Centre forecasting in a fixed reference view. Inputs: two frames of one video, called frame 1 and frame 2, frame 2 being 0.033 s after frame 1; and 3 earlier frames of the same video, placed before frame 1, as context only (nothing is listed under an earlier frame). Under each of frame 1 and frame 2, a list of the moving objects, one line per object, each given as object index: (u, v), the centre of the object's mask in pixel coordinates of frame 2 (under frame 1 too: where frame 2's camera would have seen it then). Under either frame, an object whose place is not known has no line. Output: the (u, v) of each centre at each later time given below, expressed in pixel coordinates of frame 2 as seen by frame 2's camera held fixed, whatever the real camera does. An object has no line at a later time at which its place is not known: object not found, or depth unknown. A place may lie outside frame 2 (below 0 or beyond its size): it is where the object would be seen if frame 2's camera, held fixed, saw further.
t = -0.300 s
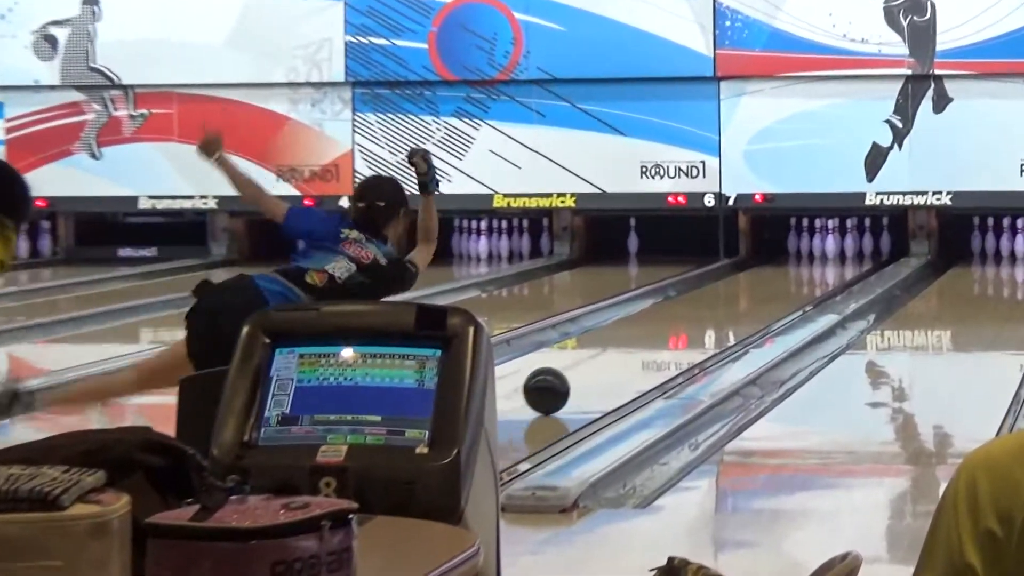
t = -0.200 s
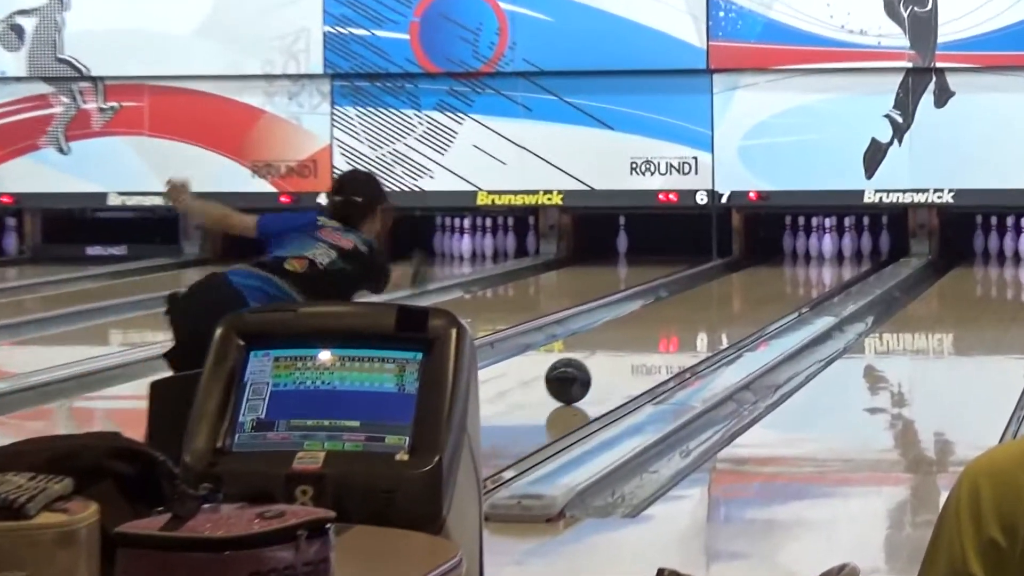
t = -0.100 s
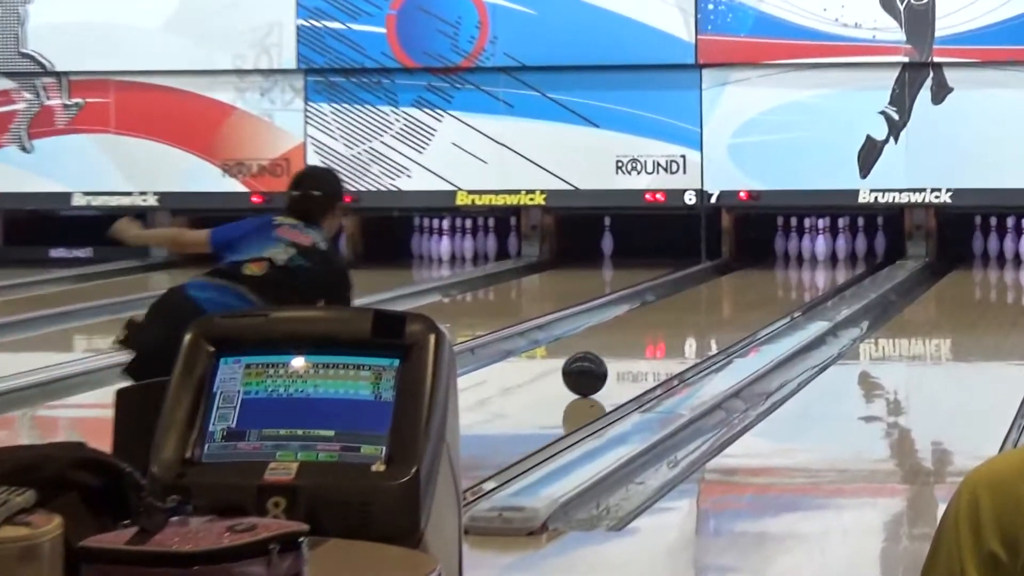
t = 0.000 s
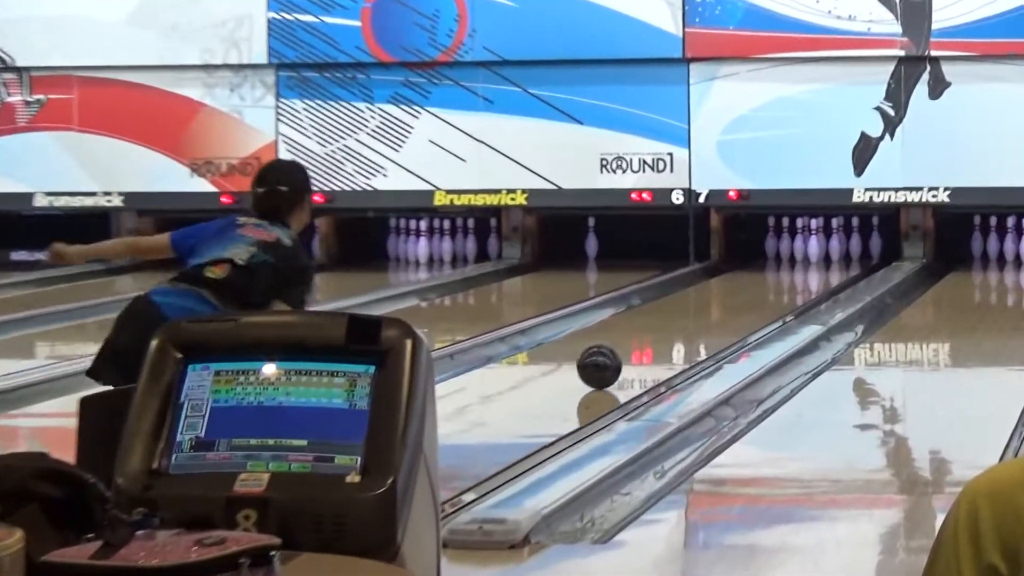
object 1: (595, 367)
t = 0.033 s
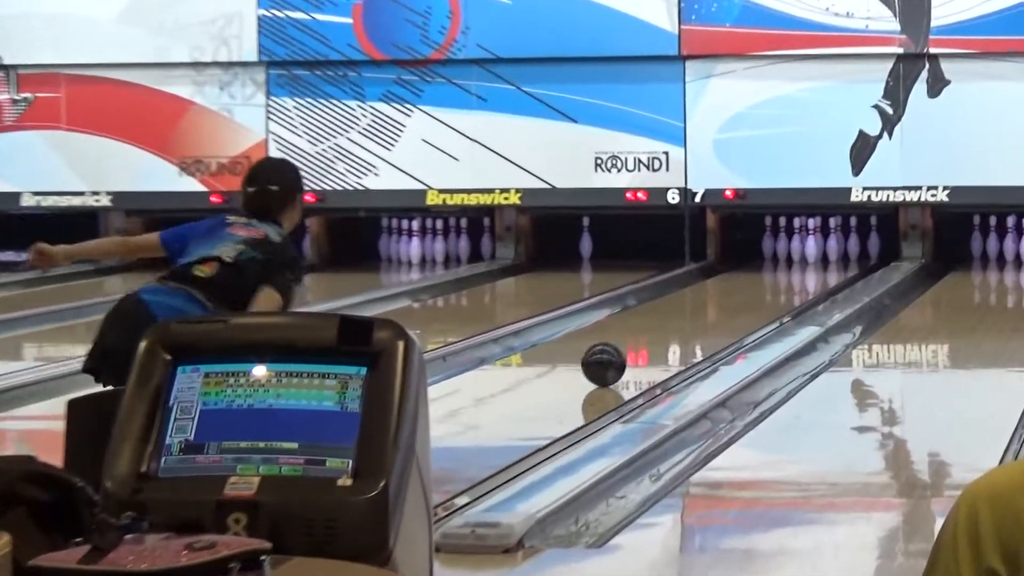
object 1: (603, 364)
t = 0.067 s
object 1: (612, 360)
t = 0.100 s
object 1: (619, 356)
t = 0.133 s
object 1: (627, 353)
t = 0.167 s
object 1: (634, 350)
